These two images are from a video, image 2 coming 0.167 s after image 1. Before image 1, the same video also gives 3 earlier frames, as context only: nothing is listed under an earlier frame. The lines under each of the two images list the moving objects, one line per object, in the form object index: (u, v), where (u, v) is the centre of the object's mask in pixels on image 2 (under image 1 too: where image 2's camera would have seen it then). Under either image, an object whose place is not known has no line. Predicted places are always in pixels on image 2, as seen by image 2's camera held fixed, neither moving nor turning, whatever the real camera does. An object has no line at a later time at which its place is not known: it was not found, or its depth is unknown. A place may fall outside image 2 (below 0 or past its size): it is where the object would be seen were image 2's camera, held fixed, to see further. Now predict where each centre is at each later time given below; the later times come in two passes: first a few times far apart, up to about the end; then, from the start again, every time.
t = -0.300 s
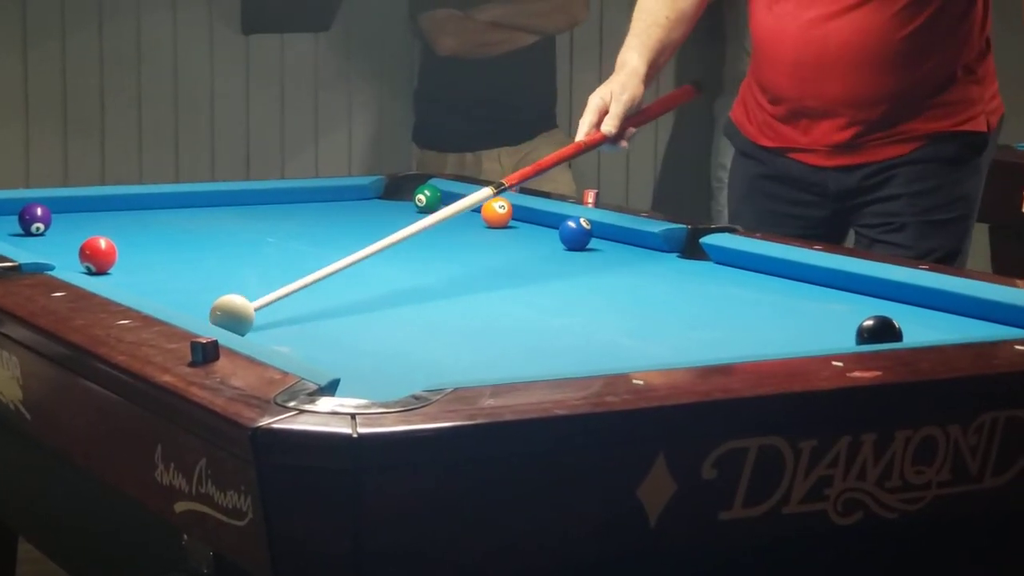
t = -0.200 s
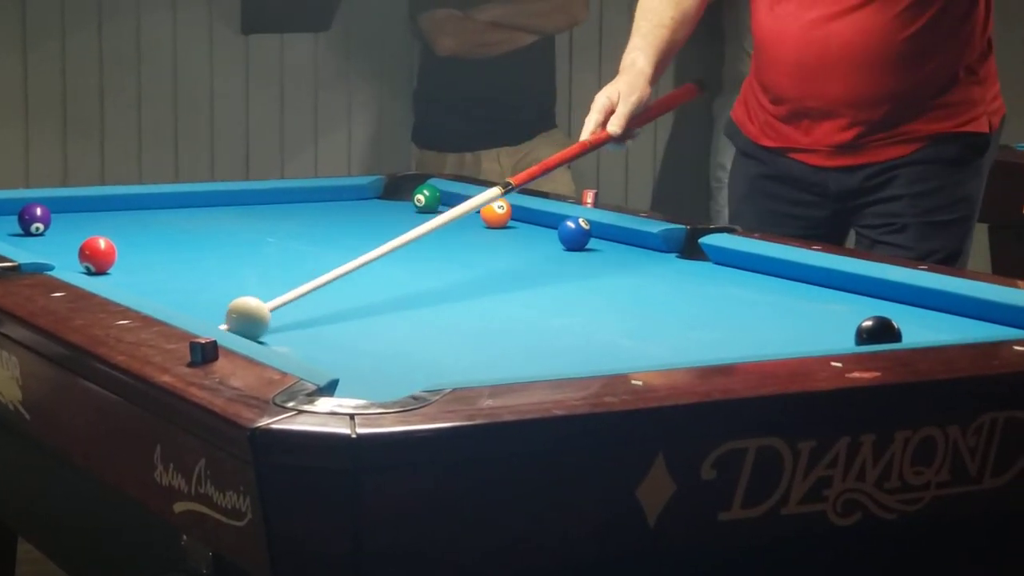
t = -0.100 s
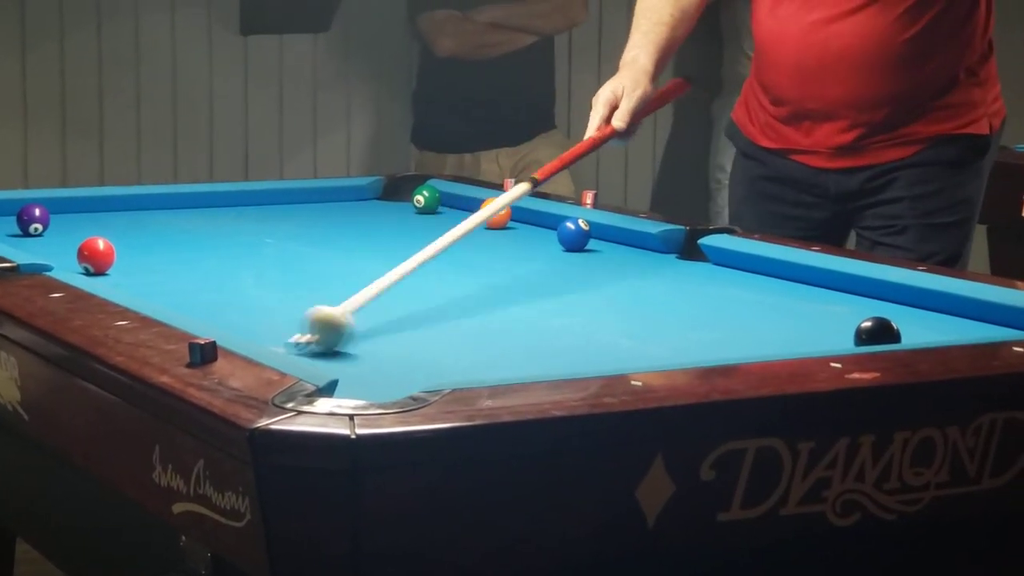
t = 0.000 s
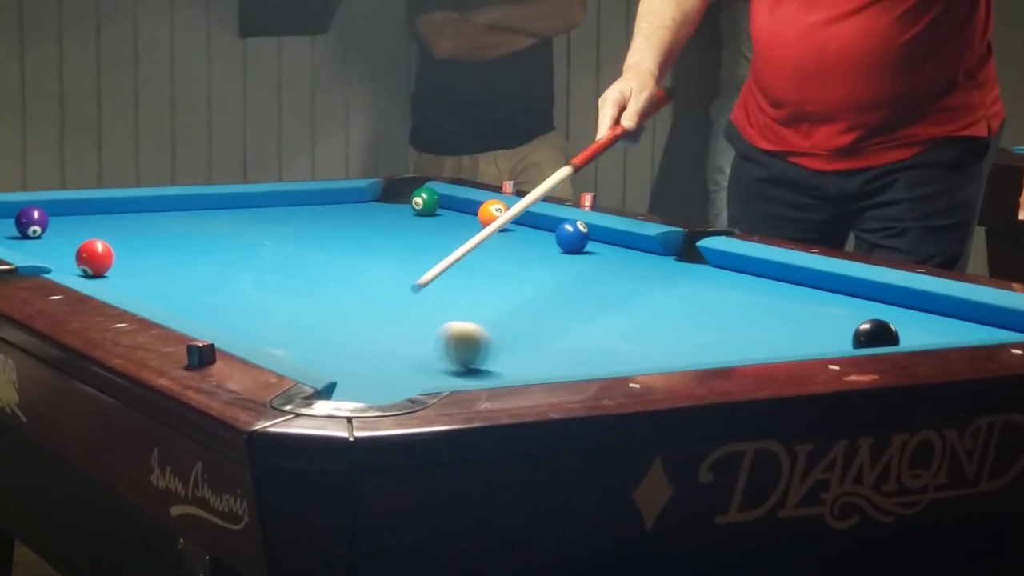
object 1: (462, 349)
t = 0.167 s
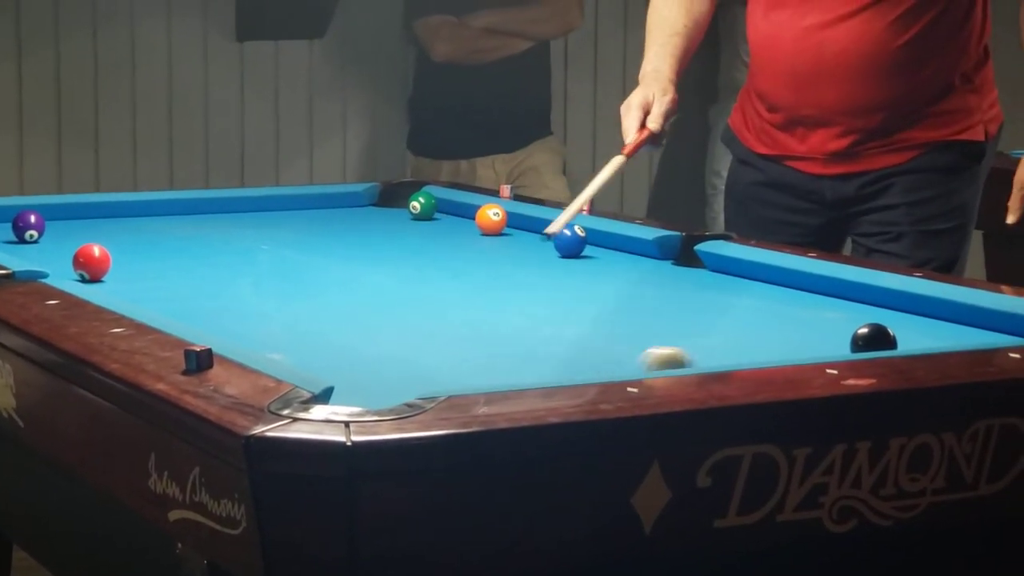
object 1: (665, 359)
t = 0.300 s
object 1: (691, 351)
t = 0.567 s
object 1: (696, 325)
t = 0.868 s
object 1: (700, 295)
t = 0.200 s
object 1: (692, 358)
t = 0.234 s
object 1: (691, 356)
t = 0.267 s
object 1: (690, 354)
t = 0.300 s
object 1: (691, 351)
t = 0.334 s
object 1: (692, 349)
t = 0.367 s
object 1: (692, 346)
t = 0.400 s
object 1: (693, 344)
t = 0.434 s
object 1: (694, 341)
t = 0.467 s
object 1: (694, 337)
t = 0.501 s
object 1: (695, 333)
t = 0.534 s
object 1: (696, 329)
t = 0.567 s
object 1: (696, 325)
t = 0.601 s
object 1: (697, 321)
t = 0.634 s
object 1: (697, 318)
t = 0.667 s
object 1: (697, 314)
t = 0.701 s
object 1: (698, 311)
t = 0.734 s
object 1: (699, 308)
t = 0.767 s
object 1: (699, 305)
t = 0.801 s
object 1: (699, 301)
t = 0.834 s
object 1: (700, 298)
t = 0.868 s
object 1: (700, 295)
